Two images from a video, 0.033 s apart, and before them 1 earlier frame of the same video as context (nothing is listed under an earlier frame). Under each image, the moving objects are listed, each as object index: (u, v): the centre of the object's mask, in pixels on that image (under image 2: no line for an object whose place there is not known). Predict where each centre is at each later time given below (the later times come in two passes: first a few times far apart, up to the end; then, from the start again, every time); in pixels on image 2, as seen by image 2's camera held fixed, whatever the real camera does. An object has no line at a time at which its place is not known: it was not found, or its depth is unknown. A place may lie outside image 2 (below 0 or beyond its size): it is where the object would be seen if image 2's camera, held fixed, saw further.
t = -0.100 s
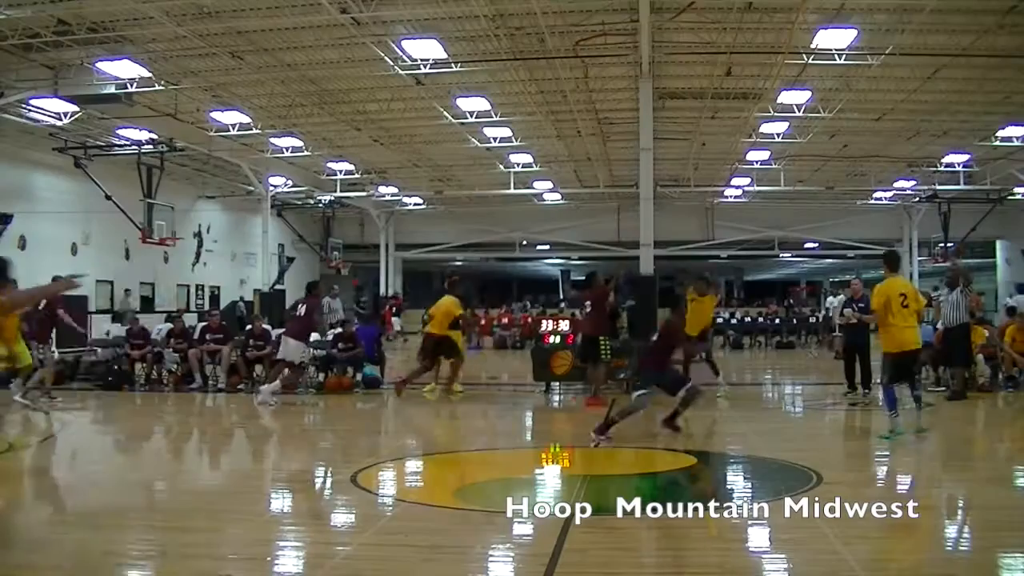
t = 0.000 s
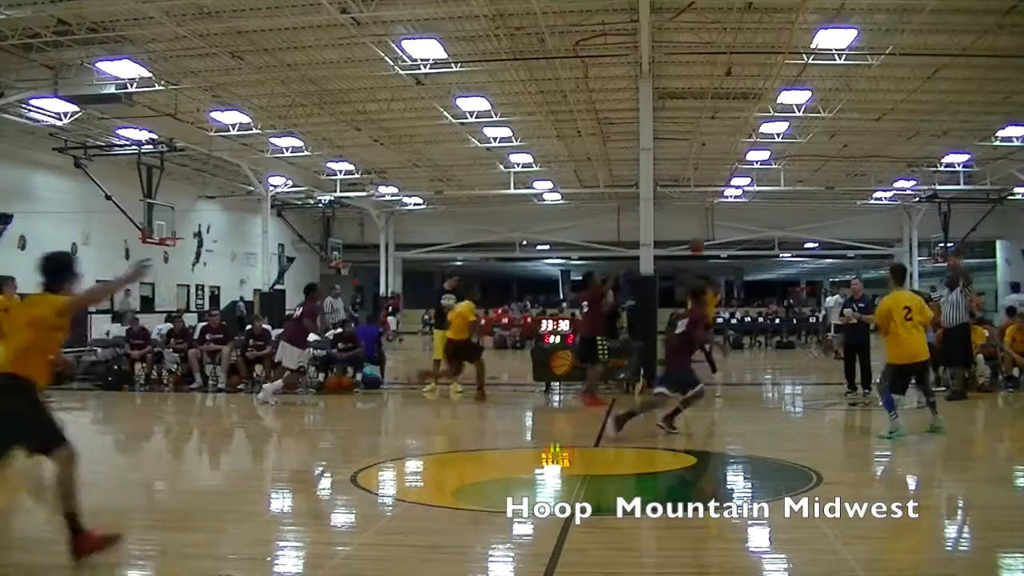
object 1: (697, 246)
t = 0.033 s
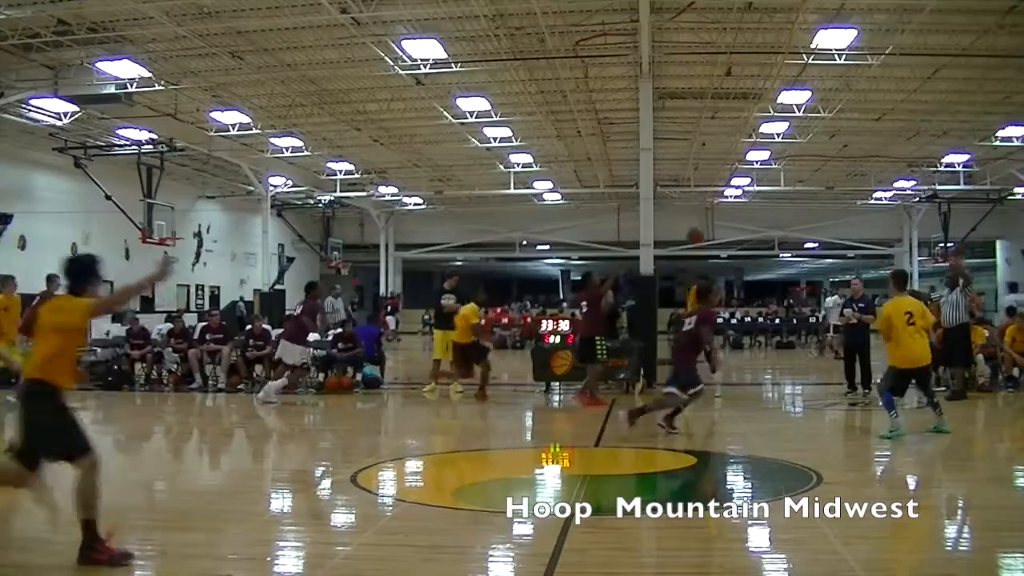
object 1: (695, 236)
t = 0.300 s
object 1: (688, 169)
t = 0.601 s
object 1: (681, 139)
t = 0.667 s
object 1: (680, 145)
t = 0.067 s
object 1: (694, 226)
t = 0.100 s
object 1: (693, 217)
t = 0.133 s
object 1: (692, 209)
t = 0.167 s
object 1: (691, 200)
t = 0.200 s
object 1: (690, 191)
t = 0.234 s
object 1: (689, 183)
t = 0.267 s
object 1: (688, 176)
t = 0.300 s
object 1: (688, 169)
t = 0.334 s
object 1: (687, 163)
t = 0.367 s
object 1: (685, 157)
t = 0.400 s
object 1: (685, 152)
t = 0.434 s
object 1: (684, 147)
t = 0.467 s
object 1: (684, 143)
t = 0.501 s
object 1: (683, 141)
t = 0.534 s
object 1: (682, 140)
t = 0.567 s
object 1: (681, 139)
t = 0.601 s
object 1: (681, 139)
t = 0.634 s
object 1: (680, 141)
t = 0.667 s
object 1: (680, 145)
